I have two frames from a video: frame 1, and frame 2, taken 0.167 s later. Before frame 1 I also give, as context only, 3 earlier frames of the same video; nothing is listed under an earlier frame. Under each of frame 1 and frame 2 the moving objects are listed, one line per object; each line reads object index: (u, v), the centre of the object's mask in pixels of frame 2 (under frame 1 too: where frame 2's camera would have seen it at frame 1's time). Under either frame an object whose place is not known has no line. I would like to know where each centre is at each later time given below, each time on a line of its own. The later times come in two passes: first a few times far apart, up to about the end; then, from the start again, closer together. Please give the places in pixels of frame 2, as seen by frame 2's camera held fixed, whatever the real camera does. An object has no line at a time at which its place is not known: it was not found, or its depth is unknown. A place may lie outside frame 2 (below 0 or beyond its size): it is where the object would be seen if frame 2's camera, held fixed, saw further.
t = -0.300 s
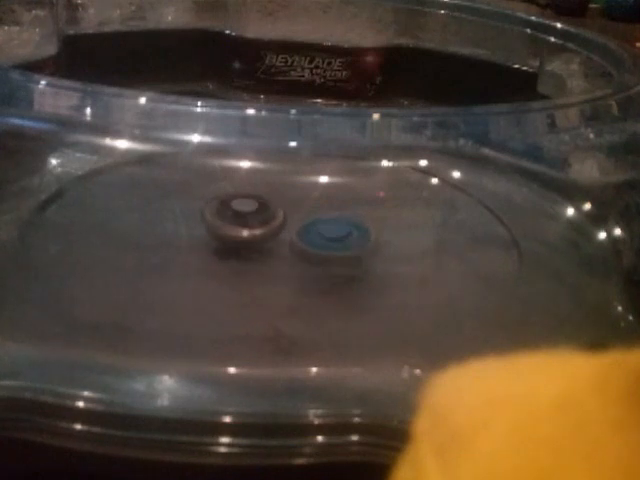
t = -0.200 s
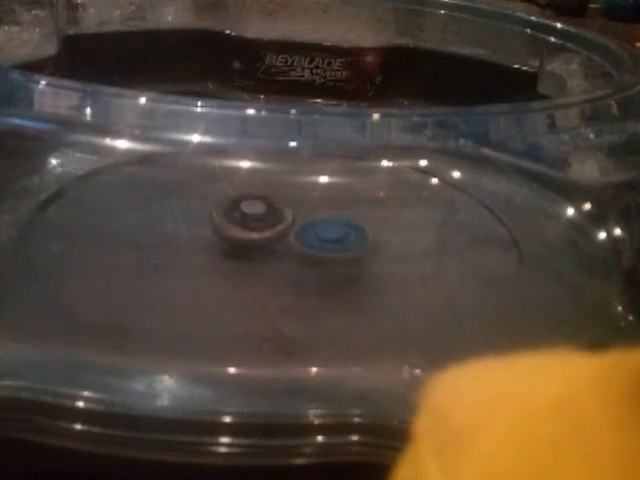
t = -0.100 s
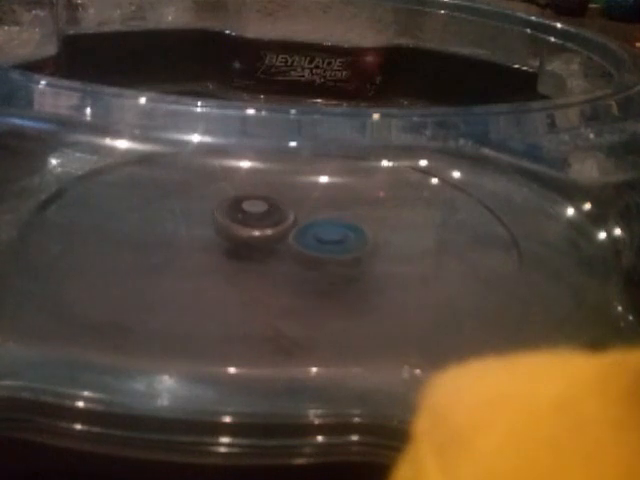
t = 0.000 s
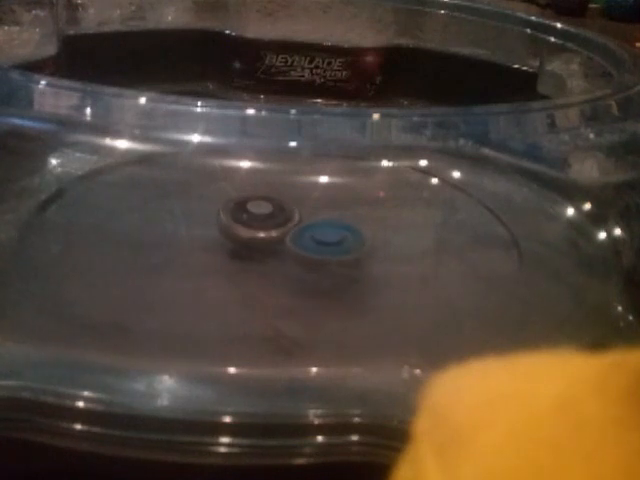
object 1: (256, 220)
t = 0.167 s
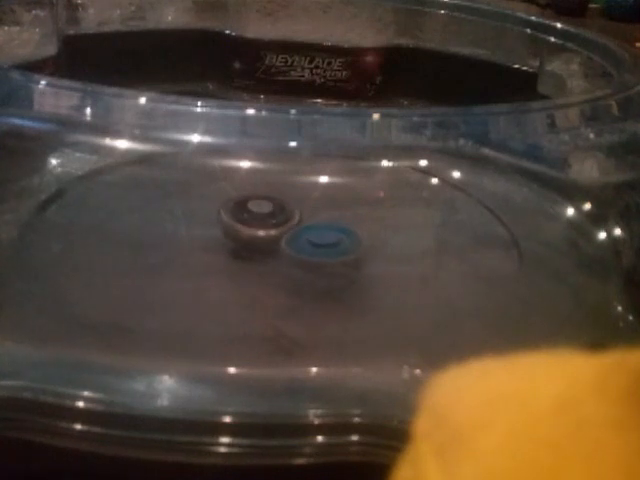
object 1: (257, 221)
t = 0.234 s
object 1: (255, 220)
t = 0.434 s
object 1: (249, 215)
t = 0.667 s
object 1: (253, 214)
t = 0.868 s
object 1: (255, 216)
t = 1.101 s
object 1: (260, 216)
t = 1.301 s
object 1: (261, 214)
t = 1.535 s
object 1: (259, 214)
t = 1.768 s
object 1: (254, 216)
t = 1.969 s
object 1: (249, 215)
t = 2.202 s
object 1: (253, 218)
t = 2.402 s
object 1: (254, 218)
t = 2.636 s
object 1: (235, 208)
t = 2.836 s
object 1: (248, 213)
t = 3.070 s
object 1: (256, 214)
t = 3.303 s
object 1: (256, 214)
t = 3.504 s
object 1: (257, 210)
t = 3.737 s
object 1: (263, 209)
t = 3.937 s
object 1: (266, 210)
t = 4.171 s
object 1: (273, 208)
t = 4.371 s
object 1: (276, 204)
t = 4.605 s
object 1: (283, 203)
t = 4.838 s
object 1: (290, 206)
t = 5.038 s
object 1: (295, 203)
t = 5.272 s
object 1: (300, 205)
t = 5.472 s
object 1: (306, 213)
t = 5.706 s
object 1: (314, 216)
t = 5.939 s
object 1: (315, 219)
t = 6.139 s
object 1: (327, 221)
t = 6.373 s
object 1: (352, 221)
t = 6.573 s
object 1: (351, 219)
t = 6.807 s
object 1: (322, 224)
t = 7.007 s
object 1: (314, 222)
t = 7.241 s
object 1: (323, 220)
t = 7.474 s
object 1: (321, 224)
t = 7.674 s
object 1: (326, 233)
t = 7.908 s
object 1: (332, 236)
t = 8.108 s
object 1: (323, 235)
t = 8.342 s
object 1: (314, 235)
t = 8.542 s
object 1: (325, 238)
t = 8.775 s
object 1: (321, 239)
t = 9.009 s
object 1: (317, 243)
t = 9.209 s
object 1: (318, 247)
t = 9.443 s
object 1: (311, 245)
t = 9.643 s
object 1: (316, 247)
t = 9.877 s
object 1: (323, 248)
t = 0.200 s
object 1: (257, 220)
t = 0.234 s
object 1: (255, 220)
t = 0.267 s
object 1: (255, 218)
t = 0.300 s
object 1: (253, 218)
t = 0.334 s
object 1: (251, 217)
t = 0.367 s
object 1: (250, 216)
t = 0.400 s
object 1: (249, 216)
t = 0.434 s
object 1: (249, 215)
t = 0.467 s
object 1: (250, 215)
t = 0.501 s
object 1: (250, 215)
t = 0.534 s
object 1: (252, 215)
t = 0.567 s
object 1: (253, 215)
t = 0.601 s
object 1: (254, 215)
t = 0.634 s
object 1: (254, 215)
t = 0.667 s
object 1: (253, 214)
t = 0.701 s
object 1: (252, 214)
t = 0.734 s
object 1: (252, 214)
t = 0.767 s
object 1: (252, 214)
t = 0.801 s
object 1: (252, 214)
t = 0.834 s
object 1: (254, 214)
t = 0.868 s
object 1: (255, 216)
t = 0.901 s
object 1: (258, 216)
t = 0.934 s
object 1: (259, 216)
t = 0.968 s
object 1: (260, 215)
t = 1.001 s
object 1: (259, 214)
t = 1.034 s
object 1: (259, 214)
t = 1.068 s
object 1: (259, 214)
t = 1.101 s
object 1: (260, 216)
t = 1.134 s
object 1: (260, 215)
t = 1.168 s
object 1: (262, 215)
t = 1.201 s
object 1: (262, 214)
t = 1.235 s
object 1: (262, 214)
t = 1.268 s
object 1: (261, 213)
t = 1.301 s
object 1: (261, 214)
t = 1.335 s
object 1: (261, 213)
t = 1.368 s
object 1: (261, 214)
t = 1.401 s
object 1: (261, 214)
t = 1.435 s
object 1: (262, 215)
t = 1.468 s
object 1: (262, 215)
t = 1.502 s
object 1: (260, 215)
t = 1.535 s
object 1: (259, 214)
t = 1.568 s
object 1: (257, 214)
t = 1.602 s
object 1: (256, 214)
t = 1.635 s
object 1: (255, 215)
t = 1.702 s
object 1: (254, 215)
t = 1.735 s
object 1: (254, 215)
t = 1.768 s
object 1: (254, 216)
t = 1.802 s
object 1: (255, 217)
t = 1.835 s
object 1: (254, 216)
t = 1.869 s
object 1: (252, 215)
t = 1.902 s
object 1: (251, 216)
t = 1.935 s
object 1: (250, 215)
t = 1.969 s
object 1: (249, 215)
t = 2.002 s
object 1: (248, 217)
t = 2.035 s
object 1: (249, 218)
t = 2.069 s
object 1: (249, 217)
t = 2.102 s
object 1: (250, 218)
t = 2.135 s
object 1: (252, 219)
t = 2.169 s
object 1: (252, 219)
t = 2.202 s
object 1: (253, 218)
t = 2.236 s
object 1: (252, 219)
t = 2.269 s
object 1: (252, 217)
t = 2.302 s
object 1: (253, 218)
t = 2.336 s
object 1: (253, 219)
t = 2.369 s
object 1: (254, 219)
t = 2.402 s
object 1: (254, 218)
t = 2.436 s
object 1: (246, 213)
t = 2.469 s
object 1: (242, 211)
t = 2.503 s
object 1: (240, 210)
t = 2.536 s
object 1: (238, 208)
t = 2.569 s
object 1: (237, 208)
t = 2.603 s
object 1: (236, 208)
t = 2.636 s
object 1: (235, 208)
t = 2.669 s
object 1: (236, 208)
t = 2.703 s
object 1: (236, 208)
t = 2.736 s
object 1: (239, 210)
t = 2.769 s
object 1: (242, 210)
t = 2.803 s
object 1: (244, 211)
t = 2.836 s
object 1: (248, 213)
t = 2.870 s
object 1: (251, 214)
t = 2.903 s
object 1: (253, 215)
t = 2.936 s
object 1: (256, 215)
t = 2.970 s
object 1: (257, 214)
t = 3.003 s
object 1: (258, 213)
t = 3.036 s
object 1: (256, 214)
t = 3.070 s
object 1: (256, 214)
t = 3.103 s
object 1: (255, 213)
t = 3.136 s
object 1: (254, 214)
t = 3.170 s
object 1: (254, 214)
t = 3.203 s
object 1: (254, 214)
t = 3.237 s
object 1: (254, 214)
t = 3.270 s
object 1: (255, 214)
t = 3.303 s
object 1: (256, 214)
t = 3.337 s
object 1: (258, 213)
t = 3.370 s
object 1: (258, 212)
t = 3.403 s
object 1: (258, 211)
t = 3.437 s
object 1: (259, 210)
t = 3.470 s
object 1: (257, 210)
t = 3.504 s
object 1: (257, 210)
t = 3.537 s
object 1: (259, 208)
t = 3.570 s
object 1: (258, 210)
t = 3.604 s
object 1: (259, 209)
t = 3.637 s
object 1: (261, 209)
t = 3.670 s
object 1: (260, 212)
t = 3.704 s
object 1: (262, 210)
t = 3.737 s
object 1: (263, 209)
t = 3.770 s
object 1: (263, 208)
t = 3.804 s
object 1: (263, 208)
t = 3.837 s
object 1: (263, 209)
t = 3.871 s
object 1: (264, 209)
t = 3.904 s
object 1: (265, 209)
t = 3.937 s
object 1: (266, 210)
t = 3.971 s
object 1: (268, 210)
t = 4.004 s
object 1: (269, 209)
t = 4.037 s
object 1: (271, 209)
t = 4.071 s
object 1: (272, 209)
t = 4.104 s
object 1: (272, 209)
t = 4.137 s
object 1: (273, 208)
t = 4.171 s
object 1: (273, 208)
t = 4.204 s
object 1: (274, 207)
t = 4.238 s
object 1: (274, 206)
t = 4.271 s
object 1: (274, 205)
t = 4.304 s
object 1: (275, 204)
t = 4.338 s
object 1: (276, 205)
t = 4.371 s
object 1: (276, 204)
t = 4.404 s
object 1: (276, 204)
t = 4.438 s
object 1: (278, 205)
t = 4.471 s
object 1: (278, 205)
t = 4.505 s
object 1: (281, 205)
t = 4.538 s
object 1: (282, 204)
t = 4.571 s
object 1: (283, 203)
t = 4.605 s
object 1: (283, 203)
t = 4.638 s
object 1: (284, 204)
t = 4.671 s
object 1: (284, 204)
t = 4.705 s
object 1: (285, 205)
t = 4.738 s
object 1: (285, 205)
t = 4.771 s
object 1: (287, 205)
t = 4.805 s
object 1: (288, 206)
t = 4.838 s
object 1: (290, 206)
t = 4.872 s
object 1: (292, 204)
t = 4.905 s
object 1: (293, 204)
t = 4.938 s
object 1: (294, 203)
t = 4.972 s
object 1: (294, 203)
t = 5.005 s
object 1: (295, 204)
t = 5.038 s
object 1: (295, 203)
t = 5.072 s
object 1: (295, 204)
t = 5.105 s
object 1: (297, 204)
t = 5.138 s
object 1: (298, 204)
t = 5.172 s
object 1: (298, 204)
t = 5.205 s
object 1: (299, 204)
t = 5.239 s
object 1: (299, 205)
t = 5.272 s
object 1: (300, 205)
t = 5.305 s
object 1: (300, 206)
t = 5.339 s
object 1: (300, 209)
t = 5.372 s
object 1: (302, 211)
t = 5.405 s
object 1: (304, 212)
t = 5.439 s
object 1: (305, 212)
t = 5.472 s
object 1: (306, 213)
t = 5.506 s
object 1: (307, 213)
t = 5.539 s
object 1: (307, 214)
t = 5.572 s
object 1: (309, 214)
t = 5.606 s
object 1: (308, 215)
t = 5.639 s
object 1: (310, 216)
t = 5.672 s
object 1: (313, 216)
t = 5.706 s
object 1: (314, 216)
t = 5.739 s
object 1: (314, 216)
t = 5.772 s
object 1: (315, 217)
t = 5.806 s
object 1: (314, 217)
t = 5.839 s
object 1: (314, 217)
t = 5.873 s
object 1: (314, 218)
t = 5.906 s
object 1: (314, 218)
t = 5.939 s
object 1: (315, 219)
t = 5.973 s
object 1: (315, 219)
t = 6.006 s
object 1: (314, 220)
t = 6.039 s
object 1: (316, 221)
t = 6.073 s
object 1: (318, 222)
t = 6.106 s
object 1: (323, 223)
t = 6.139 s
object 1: (327, 221)
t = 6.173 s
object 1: (329, 220)
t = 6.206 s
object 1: (333, 220)
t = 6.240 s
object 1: (340, 222)
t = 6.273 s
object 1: (341, 221)
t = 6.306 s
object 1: (344, 222)
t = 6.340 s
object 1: (348, 221)
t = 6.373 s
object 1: (352, 221)
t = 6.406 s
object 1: (353, 220)
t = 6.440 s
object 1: (353, 222)
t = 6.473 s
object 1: (352, 221)
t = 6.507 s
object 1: (352, 221)
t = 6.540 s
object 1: (351, 220)
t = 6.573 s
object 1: (351, 219)
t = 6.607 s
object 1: (348, 220)
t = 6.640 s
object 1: (347, 220)
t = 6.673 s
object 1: (342, 224)
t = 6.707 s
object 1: (338, 224)
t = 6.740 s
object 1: (332, 224)
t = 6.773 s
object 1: (326, 222)
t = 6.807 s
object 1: (322, 224)
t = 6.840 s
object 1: (323, 223)
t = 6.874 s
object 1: (322, 223)
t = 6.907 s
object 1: (320, 222)
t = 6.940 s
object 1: (317, 222)
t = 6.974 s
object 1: (316, 222)
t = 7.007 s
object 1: (314, 222)
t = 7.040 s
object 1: (314, 222)
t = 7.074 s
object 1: (319, 221)
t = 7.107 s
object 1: (320, 221)
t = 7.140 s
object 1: (321, 221)
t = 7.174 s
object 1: (321, 221)
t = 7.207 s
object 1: (322, 220)
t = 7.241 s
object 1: (323, 220)
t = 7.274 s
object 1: (323, 221)
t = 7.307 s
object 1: (324, 221)
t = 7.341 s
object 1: (323, 221)
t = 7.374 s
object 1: (324, 222)
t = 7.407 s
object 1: (323, 223)
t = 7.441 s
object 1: (322, 224)
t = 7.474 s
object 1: (321, 224)
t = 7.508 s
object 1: (319, 225)
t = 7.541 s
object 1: (317, 227)
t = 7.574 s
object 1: (314, 227)
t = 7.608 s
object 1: (318, 228)
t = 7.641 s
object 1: (326, 232)
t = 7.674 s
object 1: (326, 233)
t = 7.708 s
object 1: (328, 234)
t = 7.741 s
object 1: (328, 235)
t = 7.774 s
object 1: (332, 236)
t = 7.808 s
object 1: (333, 236)
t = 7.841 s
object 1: (334, 237)
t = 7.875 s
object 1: (333, 235)
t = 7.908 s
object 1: (332, 236)
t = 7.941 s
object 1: (332, 236)
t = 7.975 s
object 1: (330, 237)
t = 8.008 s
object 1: (329, 238)
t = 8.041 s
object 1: (326, 237)
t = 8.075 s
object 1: (325, 236)
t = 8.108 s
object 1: (323, 235)
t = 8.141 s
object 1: (321, 236)
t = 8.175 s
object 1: (321, 236)
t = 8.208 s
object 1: (319, 235)
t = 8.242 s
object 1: (319, 236)
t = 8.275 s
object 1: (317, 235)
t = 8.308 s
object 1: (316, 236)
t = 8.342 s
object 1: (314, 235)
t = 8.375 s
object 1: (313, 236)
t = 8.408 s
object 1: (315, 237)
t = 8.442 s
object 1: (319, 237)
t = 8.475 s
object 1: (322, 238)
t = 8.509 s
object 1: (322, 238)
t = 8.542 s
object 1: (325, 238)
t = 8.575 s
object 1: (324, 240)
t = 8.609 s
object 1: (324, 240)
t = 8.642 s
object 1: (324, 239)
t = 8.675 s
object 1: (324, 240)
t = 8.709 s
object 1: (323, 240)
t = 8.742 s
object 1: (321, 240)
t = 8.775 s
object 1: (321, 239)
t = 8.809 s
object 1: (318, 239)
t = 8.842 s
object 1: (317, 240)
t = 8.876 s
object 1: (314, 239)
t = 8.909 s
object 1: (314, 239)
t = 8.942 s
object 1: (316, 242)
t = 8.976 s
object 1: (316, 244)
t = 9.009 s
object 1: (317, 243)
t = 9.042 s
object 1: (318, 244)
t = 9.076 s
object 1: (319, 245)
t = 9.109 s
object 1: (318, 245)
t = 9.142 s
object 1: (319, 246)
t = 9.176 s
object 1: (318, 246)
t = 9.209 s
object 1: (318, 247)
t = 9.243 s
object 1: (318, 247)
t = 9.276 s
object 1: (318, 247)
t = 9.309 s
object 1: (316, 247)
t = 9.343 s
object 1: (315, 247)
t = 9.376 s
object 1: (313, 246)
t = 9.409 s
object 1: (312, 246)
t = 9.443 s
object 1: (311, 245)
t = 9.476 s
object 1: (311, 245)
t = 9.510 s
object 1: (310, 244)
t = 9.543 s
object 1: (310, 244)
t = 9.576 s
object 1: (313, 246)
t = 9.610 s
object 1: (314, 245)
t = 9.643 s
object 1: (316, 247)
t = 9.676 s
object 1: (319, 246)
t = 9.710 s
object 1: (320, 247)
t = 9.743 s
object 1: (321, 248)
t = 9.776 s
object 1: (323, 247)
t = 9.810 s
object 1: (324, 247)
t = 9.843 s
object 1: (325, 247)
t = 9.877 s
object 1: (323, 248)
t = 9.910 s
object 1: (323, 248)
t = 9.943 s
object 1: (321, 247)
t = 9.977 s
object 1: (320, 247)
